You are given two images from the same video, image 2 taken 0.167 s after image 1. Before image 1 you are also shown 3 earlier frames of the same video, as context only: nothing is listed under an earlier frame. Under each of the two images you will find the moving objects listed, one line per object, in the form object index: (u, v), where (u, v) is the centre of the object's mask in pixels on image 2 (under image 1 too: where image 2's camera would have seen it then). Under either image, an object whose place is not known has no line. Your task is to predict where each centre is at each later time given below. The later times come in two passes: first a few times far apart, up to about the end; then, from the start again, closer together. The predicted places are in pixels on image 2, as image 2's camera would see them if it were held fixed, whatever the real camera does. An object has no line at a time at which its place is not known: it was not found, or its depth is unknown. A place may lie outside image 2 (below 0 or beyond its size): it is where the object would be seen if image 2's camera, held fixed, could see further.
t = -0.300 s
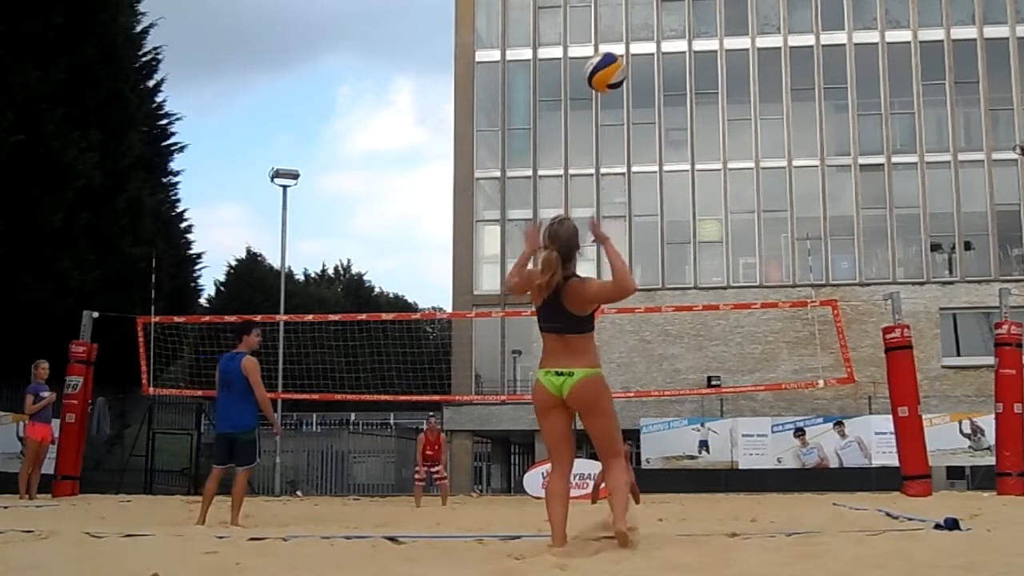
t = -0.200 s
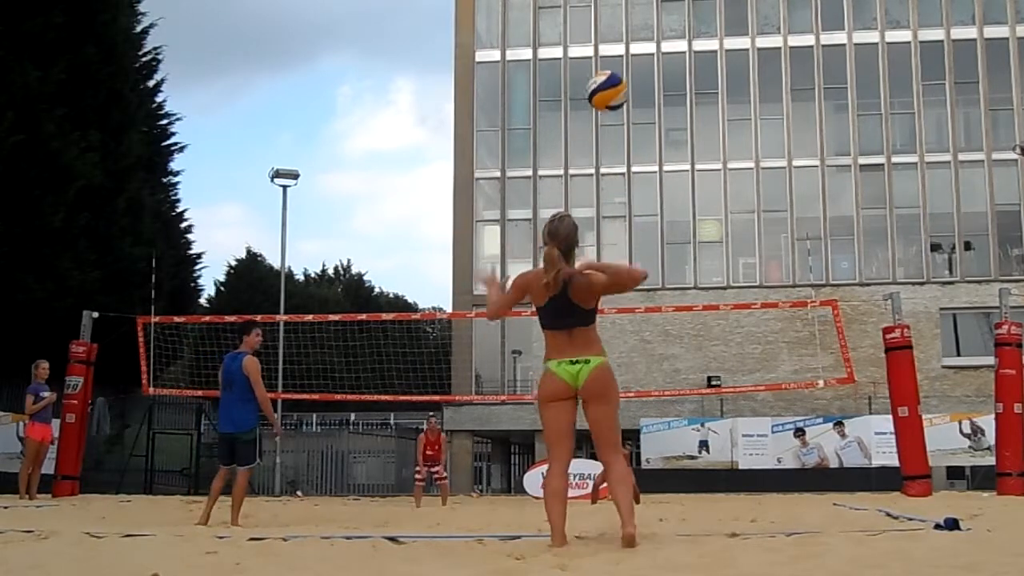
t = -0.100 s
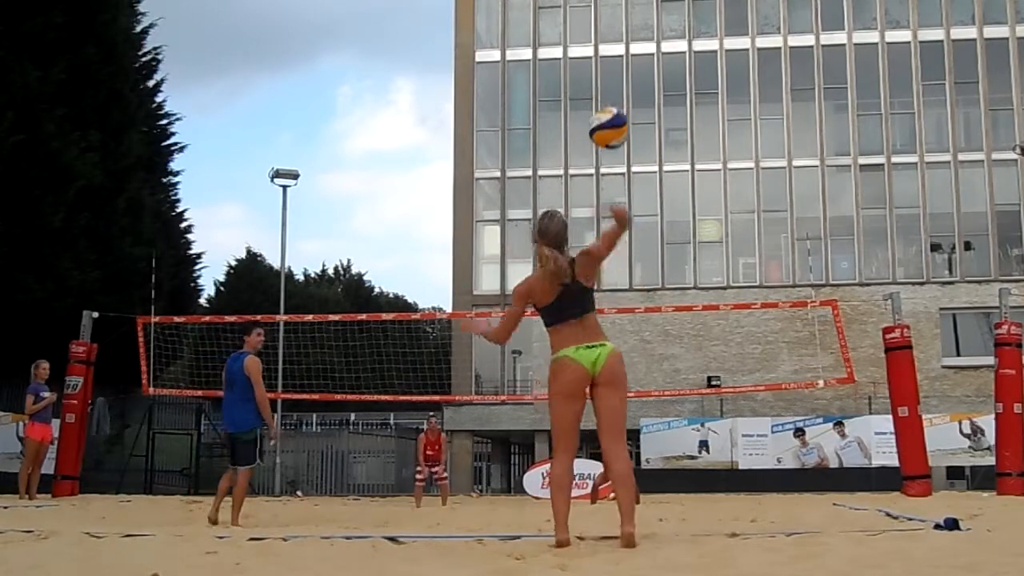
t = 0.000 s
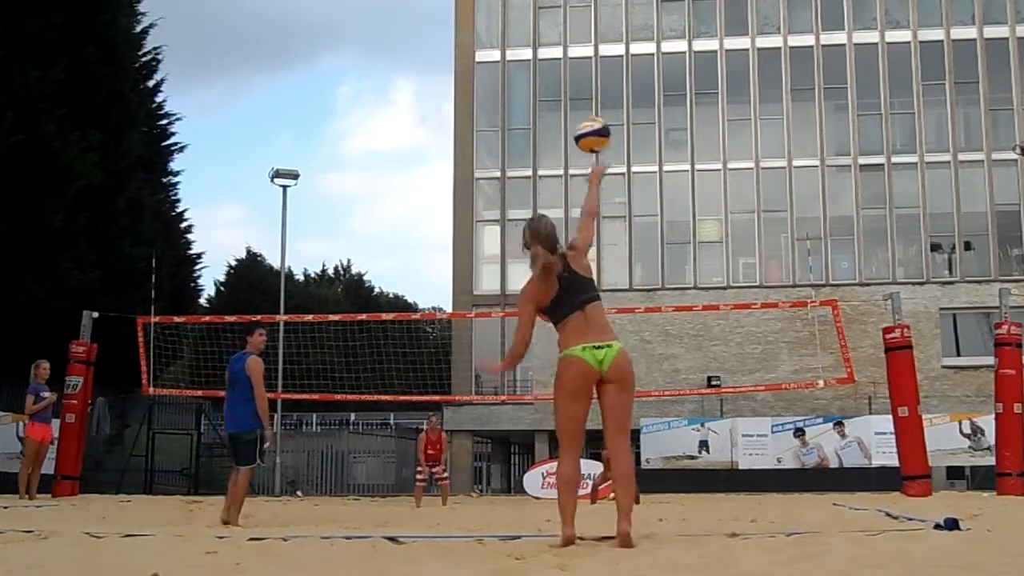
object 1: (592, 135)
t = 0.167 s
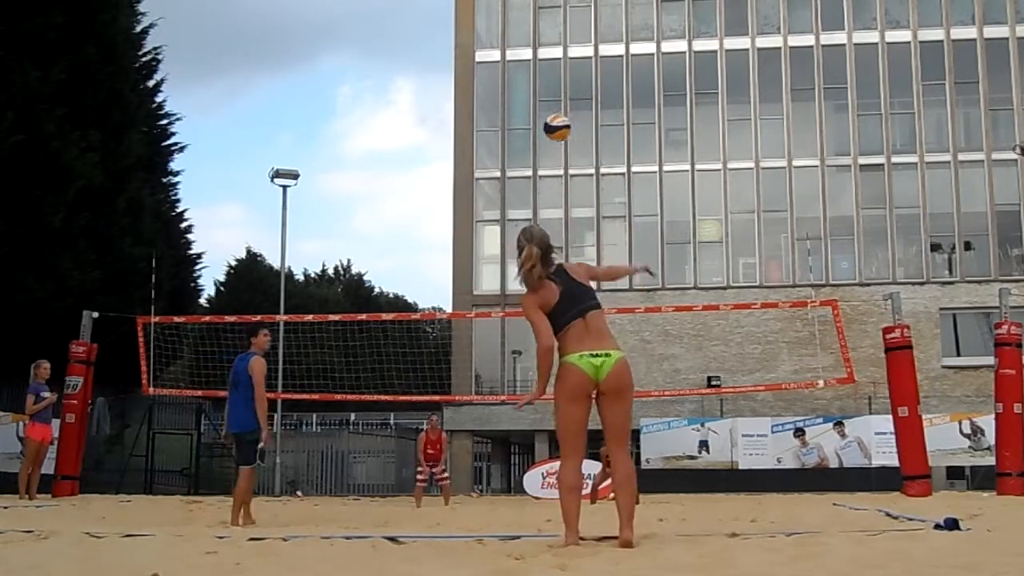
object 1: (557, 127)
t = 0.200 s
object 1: (552, 131)
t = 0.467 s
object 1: (525, 192)
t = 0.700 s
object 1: (516, 271)
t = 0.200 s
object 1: (552, 131)
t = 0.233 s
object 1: (547, 137)
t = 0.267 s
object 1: (543, 142)
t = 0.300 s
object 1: (539, 149)
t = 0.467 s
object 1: (525, 192)
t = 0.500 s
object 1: (523, 202)
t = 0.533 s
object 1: (521, 212)
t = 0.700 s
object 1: (516, 271)
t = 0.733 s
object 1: (515, 284)
